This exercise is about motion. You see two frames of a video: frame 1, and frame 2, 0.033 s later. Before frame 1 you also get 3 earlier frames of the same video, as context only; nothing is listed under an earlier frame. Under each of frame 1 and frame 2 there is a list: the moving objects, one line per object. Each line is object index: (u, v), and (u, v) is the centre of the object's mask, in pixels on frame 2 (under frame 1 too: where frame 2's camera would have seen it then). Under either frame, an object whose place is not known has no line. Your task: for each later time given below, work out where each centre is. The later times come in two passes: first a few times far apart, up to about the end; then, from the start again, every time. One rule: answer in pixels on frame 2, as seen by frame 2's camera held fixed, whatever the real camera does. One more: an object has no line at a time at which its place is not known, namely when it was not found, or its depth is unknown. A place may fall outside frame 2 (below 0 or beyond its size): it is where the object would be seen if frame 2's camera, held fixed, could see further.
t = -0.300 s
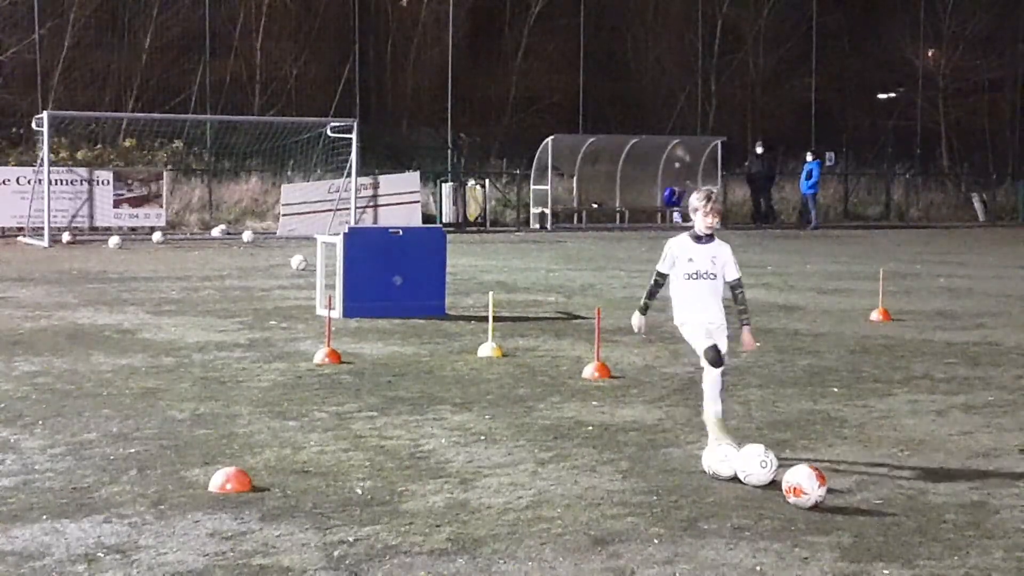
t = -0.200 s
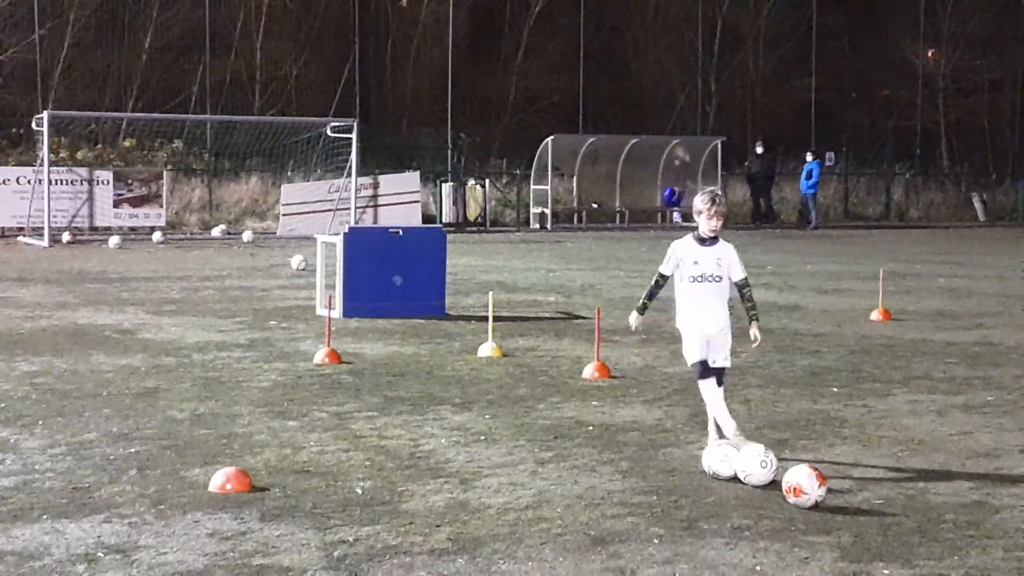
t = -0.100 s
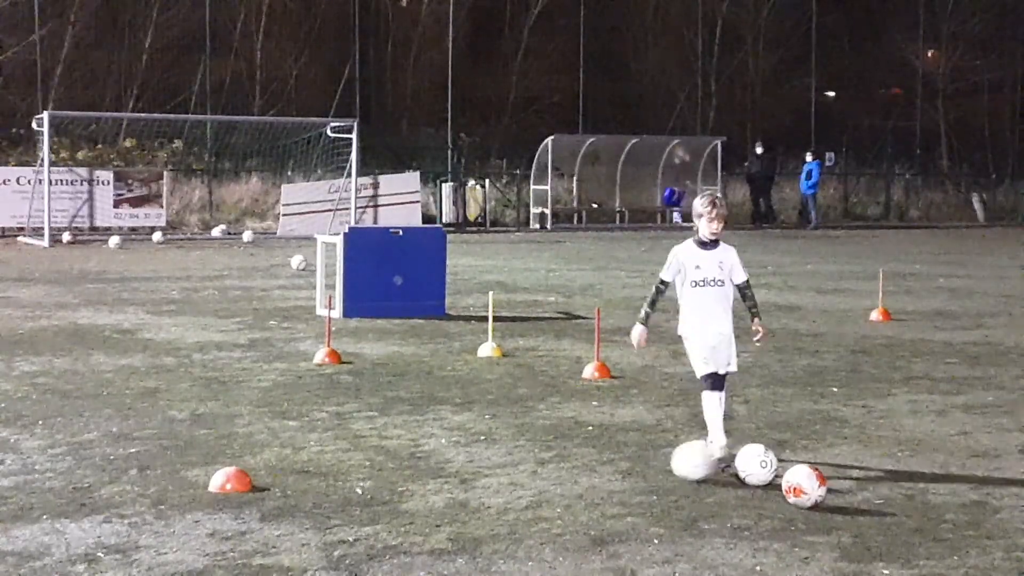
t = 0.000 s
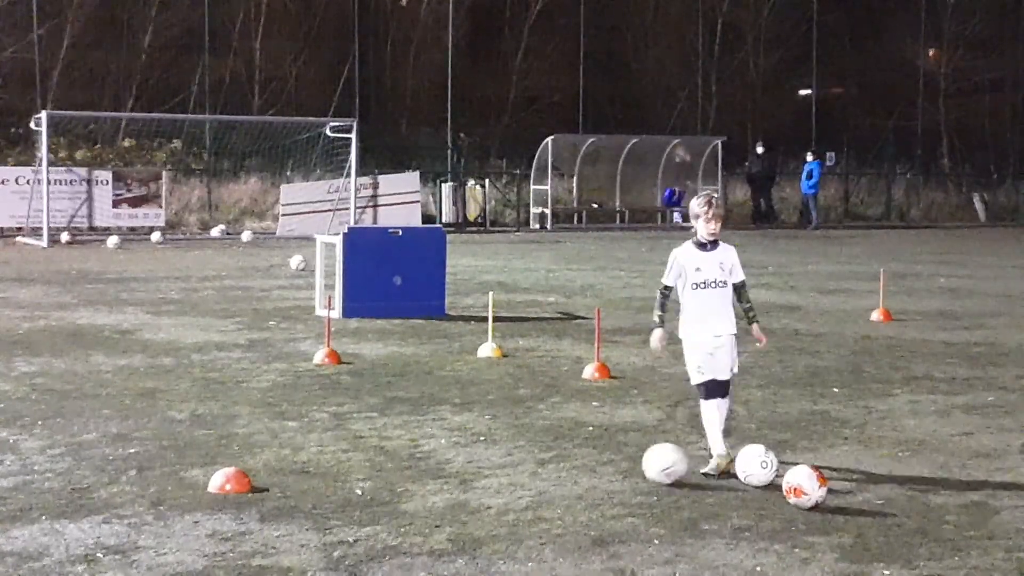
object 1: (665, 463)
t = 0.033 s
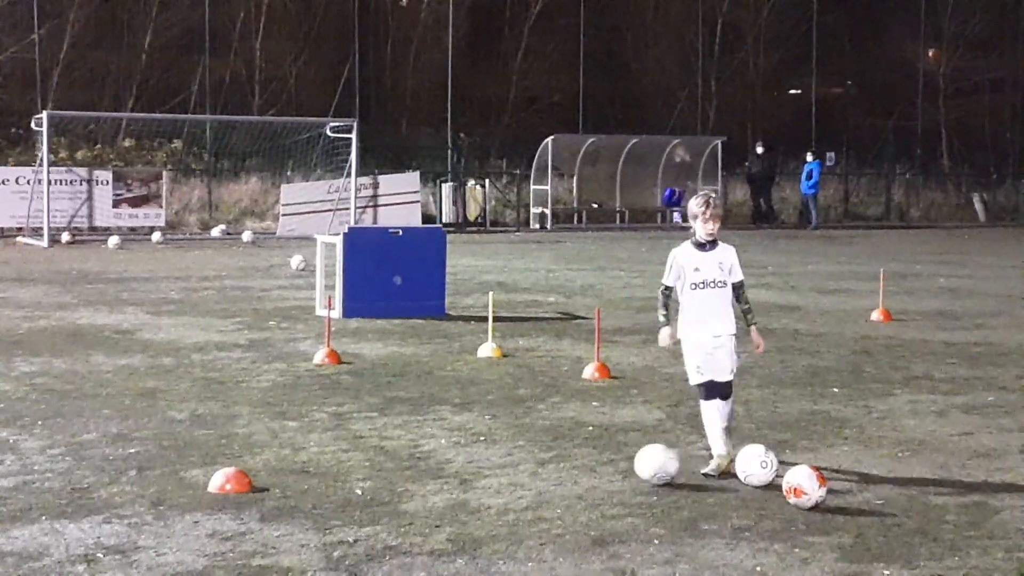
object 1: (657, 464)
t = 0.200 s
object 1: (617, 467)
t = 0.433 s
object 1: (561, 473)
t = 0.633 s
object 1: (514, 476)
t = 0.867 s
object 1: (460, 481)
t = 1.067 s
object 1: (416, 484)
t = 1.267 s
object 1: (373, 488)
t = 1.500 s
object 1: (325, 491)
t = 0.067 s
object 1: (649, 465)
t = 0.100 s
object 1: (641, 465)
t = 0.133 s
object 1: (633, 467)
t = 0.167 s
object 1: (625, 466)
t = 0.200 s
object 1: (617, 467)
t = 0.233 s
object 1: (609, 468)
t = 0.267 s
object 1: (601, 469)
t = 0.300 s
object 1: (594, 471)
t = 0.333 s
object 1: (586, 471)
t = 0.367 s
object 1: (578, 472)
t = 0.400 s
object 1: (570, 472)
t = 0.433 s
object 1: (561, 473)
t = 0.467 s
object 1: (554, 473)
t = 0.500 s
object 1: (546, 475)
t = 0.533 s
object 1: (538, 475)
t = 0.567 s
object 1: (529, 475)
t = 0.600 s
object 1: (523, 477)
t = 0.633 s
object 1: (514, 476)
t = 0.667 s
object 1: (506, 477)
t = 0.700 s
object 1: (498, 478)
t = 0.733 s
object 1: (491, 479)
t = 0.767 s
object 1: (483, 479)
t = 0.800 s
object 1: (477, 480)
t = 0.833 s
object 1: (467, 481)
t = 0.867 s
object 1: (460, 481)
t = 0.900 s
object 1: (453, 482)
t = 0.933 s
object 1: (445, 482)
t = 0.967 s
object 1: (437, 484)
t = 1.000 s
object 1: (431, 484)
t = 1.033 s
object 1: (423, 484)
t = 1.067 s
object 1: (416, 484)
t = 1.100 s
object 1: (409, 485)
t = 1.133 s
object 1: (402, 486)
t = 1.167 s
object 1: (394, 486)
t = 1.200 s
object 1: (386, 486)
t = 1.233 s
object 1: (380, 487)
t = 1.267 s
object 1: (373, 488)
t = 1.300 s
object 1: (366, 489)
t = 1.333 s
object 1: (359, 489)
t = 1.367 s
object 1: (352, 489)
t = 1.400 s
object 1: (346, 490)
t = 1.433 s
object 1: (339, 490)
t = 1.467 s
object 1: (332, 491)
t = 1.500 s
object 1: (325, 491)
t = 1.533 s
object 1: (318, 492)
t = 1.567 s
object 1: (311, 493)
